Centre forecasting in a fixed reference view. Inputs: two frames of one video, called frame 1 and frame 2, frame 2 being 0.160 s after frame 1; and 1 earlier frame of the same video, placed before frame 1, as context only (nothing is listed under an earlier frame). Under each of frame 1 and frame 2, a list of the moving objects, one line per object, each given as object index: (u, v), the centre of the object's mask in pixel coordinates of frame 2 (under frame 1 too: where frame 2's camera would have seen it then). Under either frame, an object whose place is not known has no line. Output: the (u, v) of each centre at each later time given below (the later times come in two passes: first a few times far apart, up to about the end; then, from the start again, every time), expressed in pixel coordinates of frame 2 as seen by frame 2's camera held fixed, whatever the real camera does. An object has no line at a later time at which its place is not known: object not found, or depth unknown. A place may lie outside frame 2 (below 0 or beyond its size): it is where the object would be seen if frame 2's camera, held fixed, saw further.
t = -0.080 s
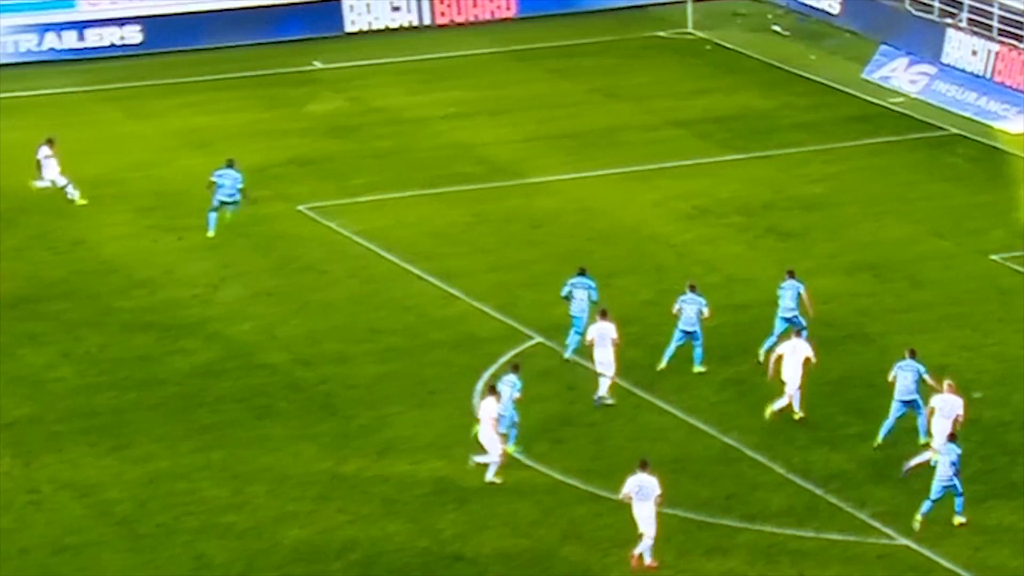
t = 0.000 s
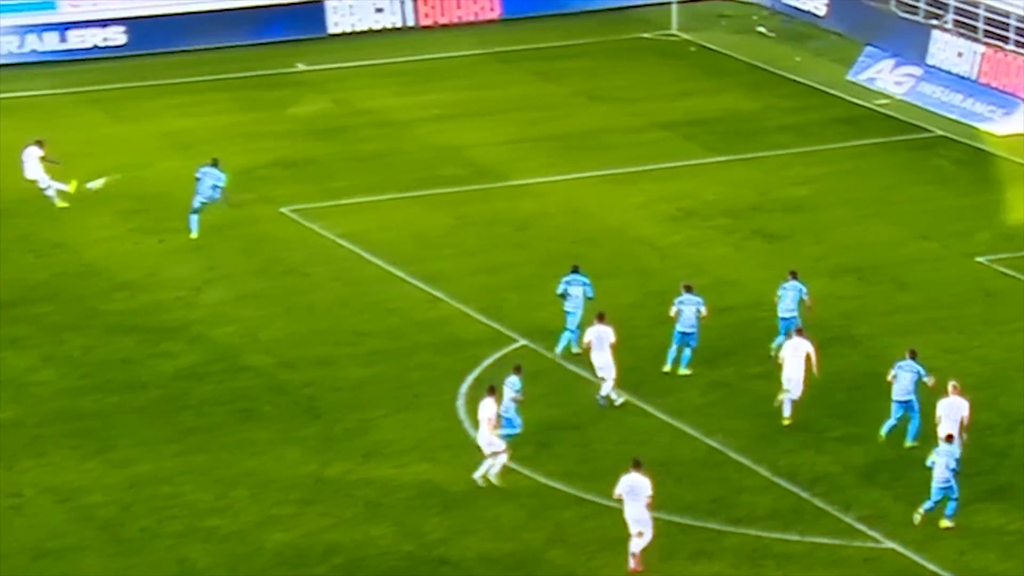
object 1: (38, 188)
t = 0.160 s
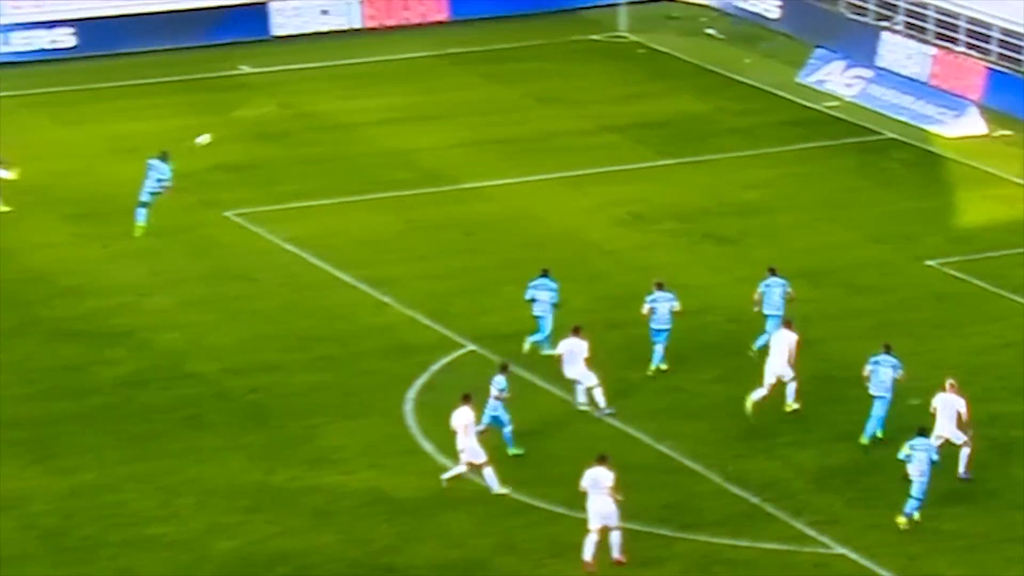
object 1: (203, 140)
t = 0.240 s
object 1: (281, 120)
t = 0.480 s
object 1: (501, 85)
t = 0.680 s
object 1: (669, 82)
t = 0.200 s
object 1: (242, 129)
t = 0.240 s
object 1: (281, 120)
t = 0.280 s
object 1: (320, 112)
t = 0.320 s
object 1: (356, 105)
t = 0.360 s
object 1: (394, 99)
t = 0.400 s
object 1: (430, 93)
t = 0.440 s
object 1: (465, 89)
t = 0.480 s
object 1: (501, 85)
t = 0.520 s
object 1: (536, 82)
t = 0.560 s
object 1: (570, 81)
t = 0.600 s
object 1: (603, 80)
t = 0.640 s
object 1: (636, 81)
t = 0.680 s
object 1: (669, 82)
